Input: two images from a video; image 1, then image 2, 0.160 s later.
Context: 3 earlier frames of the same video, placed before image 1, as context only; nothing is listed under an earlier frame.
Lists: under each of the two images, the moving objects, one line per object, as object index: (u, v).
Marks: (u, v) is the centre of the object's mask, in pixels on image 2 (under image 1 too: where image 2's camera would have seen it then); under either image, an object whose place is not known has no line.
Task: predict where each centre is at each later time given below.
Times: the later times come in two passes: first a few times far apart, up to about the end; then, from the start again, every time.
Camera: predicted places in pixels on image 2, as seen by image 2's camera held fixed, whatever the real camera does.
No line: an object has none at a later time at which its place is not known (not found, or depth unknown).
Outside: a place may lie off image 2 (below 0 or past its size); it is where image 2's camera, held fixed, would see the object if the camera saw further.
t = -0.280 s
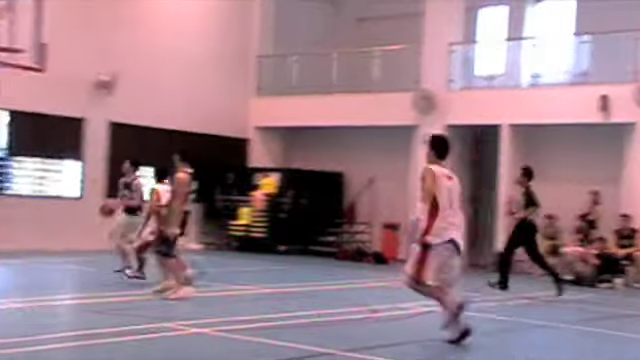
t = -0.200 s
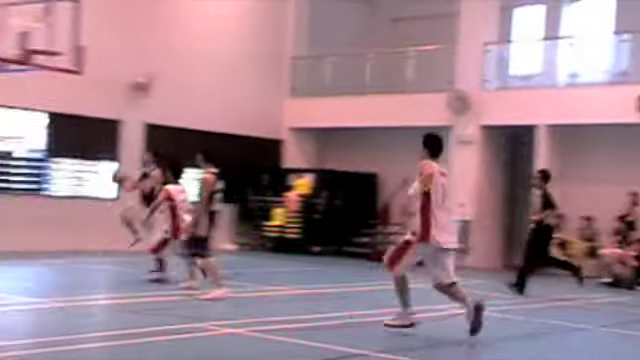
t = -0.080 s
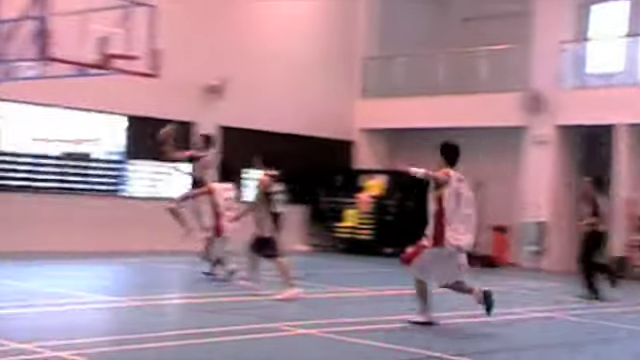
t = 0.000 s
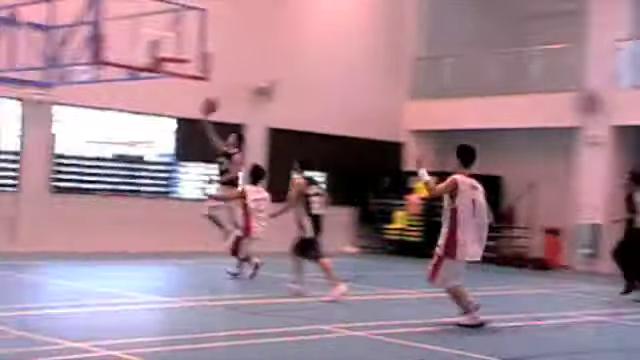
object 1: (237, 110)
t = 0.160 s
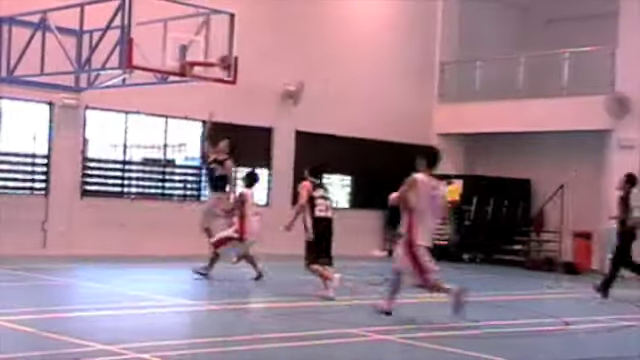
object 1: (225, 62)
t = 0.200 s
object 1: (221, 53)
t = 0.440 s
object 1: (208, 26)
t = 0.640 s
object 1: (200, 36)
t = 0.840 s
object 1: (194, 74)
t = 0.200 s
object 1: (221, 53)
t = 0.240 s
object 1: (218, 45)
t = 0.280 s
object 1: (214, 39)
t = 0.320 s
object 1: (211, 32)
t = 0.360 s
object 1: (208, 28)
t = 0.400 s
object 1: (208, 27)
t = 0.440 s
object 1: (208, 26)
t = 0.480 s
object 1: (207, 26)
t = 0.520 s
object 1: (205, 26)
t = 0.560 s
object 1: (203, 29)
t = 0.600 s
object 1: (202, 32)
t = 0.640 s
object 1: (200, 36)
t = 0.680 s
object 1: (199, 41)
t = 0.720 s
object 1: (196, 47)
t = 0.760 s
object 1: (195, 54)
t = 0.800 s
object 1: (195, 64)
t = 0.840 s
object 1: (194, 74)
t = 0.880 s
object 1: (191, 81)
